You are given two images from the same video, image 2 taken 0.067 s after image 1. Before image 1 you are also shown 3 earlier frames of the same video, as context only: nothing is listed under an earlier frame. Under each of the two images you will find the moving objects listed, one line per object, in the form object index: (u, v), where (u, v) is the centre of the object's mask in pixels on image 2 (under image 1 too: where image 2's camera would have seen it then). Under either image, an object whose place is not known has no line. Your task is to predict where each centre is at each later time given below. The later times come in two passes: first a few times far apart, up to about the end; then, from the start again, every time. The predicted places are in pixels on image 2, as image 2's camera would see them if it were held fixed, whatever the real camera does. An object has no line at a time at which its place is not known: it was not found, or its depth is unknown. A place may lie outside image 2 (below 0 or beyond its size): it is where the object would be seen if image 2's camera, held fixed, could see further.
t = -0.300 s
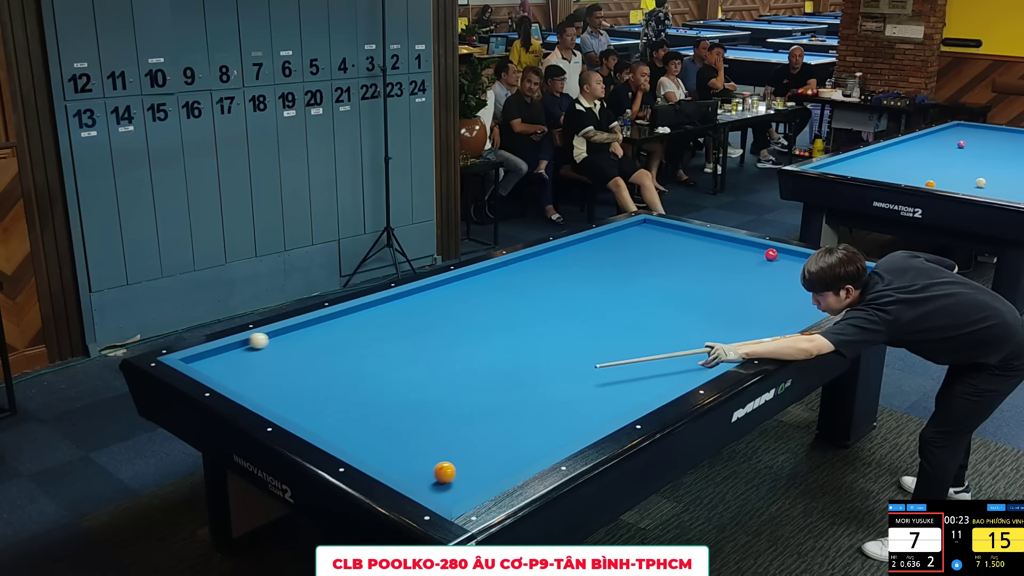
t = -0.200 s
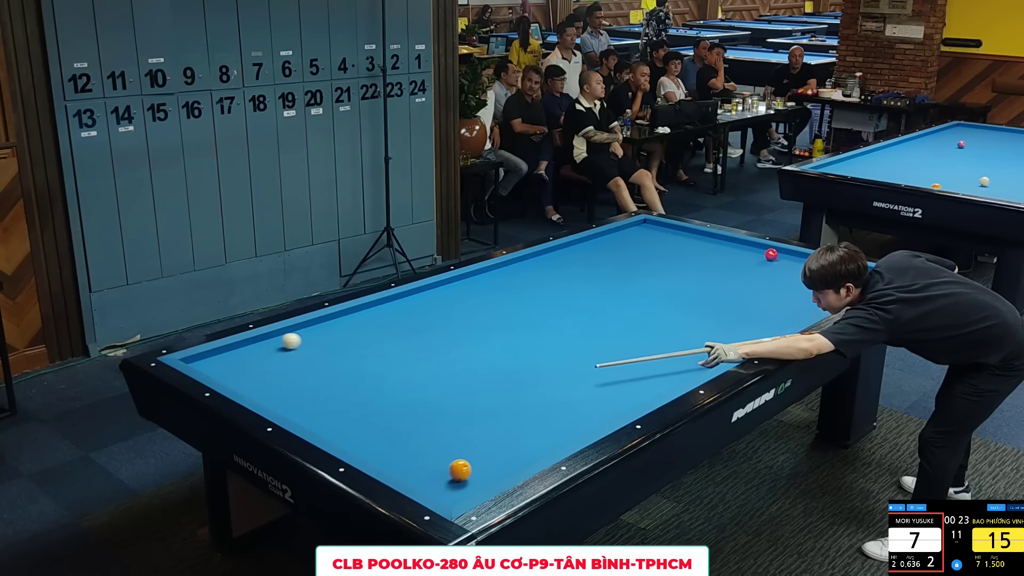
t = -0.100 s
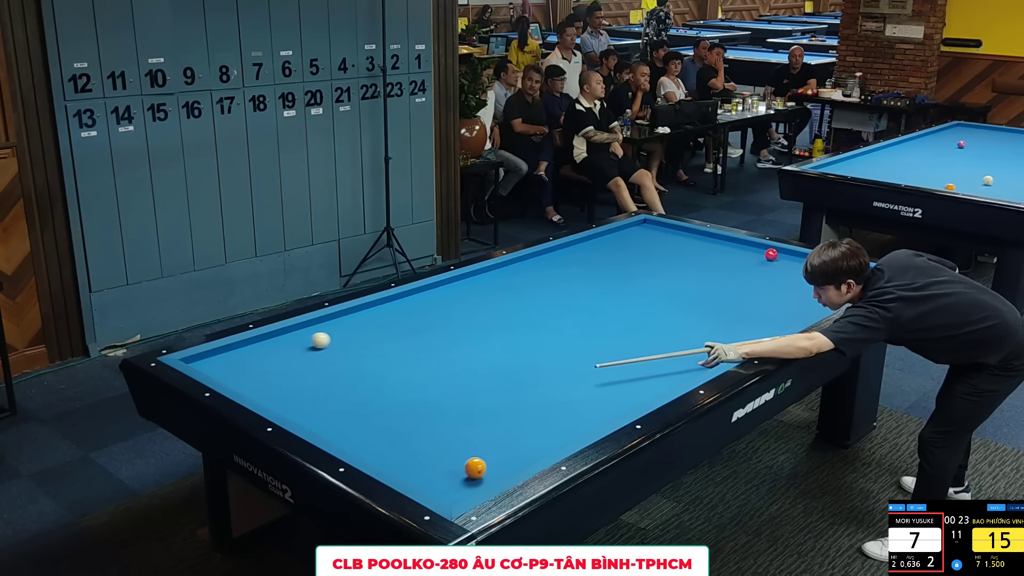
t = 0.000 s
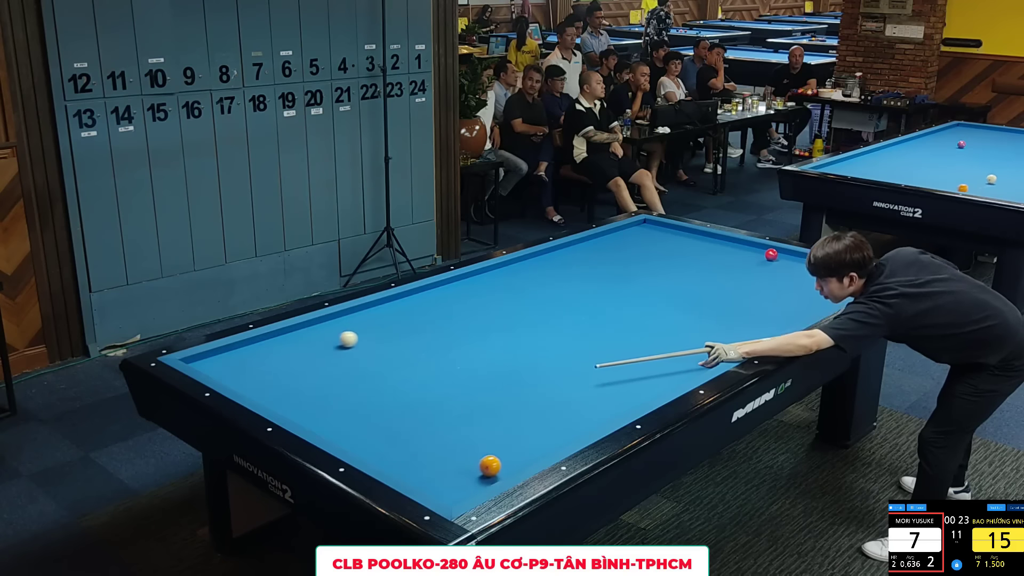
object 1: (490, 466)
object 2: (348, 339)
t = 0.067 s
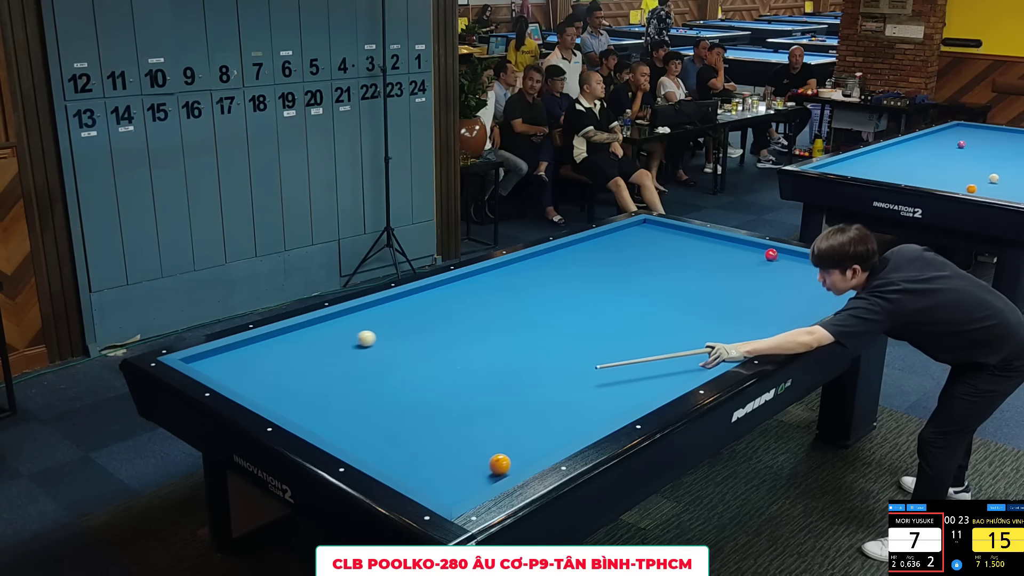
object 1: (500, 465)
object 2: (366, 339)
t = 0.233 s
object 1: (523, 460)
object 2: (411, 337)
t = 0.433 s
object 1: (534, 452)
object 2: (463, 335)
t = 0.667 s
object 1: (543, 441)
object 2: (522, 332)
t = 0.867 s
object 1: (550, 432)
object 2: (571, 330)
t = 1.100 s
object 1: (558, 422)
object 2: (627, 328)
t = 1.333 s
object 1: (564, 413)
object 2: (682, 326)
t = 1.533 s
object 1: (570, 406)
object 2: (728, 324)
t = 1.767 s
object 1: (576, 398)
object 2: (780, 322)
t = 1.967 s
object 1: (580, 392)
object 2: (790, 315)
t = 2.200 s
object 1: (585, 385)
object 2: (788, 304)
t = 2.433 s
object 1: (590, 379)
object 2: (786, 295)
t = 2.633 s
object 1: (594, 374)
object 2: (785, 287)
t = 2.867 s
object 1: (597, 368)
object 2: (783, 279)
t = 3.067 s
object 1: (601, 364)
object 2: (782, 272)
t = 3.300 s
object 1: (604, 359)
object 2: (780, 265)
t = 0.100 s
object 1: (505, 464)
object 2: (375, 338)
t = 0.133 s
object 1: (509, 463)
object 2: (384, 338)
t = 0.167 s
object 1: (514, 462)
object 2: (393, 337)
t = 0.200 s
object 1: (518, 461)
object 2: (402, 337)
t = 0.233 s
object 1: (523, 460)
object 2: (411, 337)
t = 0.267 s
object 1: (527, 458)
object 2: (420, 336)
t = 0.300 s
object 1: (528, 457)
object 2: (428, 336)
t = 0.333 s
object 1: (530, 456)
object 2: (437, 336)
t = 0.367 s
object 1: (531, 454)
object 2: (446, 335)
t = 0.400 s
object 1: (533, 453)
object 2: (454, 335)
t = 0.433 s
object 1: (534, 452)
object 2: (463, 335)
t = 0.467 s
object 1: (536, 450)
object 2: (471, 334)
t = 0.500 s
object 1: (537, 448)
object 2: (480, 334)
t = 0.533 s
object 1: (538, 447)
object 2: (488, 334)
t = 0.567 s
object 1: (540, 445)
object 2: (497, 333)
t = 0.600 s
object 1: (541, 444)
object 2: (505, 333)
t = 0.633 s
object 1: (542, 442)
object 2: (514, 333)
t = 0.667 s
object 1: (543, 441)
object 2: (522, 332)
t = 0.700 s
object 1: (545, 439)
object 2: (530, 332)
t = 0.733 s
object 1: (546, 438)
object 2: (538, 332)
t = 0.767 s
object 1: (547, 436)
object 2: (547, 331)
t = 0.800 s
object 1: (548, 435)
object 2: (555, 331)
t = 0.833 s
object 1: (549, 433)
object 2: (563, 331)
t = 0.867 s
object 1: (550, 432)
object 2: (571, 330)
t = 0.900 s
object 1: (551, 430)
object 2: (579, 330)
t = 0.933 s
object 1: (553, 429)
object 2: (587, 330)
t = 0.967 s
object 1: (554, 427)
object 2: (595, 329)
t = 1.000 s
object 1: (555, 426)
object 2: (603, 329)
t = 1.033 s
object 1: (556, 425)
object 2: (611, 329)
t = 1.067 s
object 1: (557, 423)
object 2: (619, 329)
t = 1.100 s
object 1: (558, 422)
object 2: (627, 328)
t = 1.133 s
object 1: (559, 421)
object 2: (635, 328)
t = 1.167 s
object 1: (560, 419)
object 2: (643, 328)
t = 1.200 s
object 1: (560, 418)
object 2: (651, 327)
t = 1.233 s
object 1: (561, 417)
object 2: (659, 327)
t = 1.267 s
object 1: (562, 415)
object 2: (667, 327)
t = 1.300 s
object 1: (563, 414)
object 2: (674, 327)
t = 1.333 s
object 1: (564, 413)
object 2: (682, 326)
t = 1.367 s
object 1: (565, 412)
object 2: (690, 326)
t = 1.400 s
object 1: (566, 411)
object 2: (697, 326)
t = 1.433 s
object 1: (567, 409)
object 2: (705, 325)
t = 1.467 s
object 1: (568, 408)
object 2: (713, 325)
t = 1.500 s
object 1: (569, 407)
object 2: (720, 325)
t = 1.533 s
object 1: (570, 406)
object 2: (728, 324)
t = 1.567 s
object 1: (570, 405)
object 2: (736, 324)
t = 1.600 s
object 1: (571, 404)
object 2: (743, 324)
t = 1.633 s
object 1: (572, 402)
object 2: (750, 323)
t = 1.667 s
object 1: (573, 401)
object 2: (758, 323)
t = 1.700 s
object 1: (574, 400)
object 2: (765, 323)
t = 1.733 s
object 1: (575, 399)
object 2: (773, 323)
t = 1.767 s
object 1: (576, 398)
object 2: (780, 322)
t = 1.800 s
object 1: (576, 397)
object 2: (787, 321)
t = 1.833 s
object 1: (577, 396)
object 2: (793, 320)
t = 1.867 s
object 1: (578, 395)
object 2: (792, 319)
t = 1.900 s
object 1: (579, 394)
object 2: (791, 318)
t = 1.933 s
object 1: (580, 393)
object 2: (790, 316)
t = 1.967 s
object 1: (580, 392)
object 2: (790, 315)
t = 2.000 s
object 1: (581, 391)
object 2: (789, 313)
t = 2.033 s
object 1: (582, 390)
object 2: (789, 312)
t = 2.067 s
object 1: (582, 389)
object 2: (789, 310)
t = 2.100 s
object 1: (583, 388)
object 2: (789, 309)
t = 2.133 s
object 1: (584, 387)
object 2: (788, 307)
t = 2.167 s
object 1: (585, 386)
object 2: (788, 306)
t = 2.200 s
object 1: (585, 385)
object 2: (788, 304)
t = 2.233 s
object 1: (586, 384)
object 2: (788, 303)
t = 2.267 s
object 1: (587, 383)
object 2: (787, 302)
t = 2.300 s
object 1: (587, 382)
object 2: (787, 300)
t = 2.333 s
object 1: (588, 381)
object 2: (787, 299)
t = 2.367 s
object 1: (588, 380)
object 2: (787, 298)
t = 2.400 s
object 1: (589, 379)
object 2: (786, 296)
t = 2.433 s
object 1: (590, 379)
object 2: (786, 295)
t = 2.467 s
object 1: (590, 378)
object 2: (786, 294)
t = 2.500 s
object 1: (591, 377)
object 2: (786, 292)
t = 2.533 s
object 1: (592, 376)
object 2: (785, 291)
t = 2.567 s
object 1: (592, 375)
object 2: (785, 290)
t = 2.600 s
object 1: (593, 374)
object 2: (785, 289)
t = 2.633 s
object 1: (594, 374)
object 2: (785, 287)
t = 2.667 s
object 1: (594, 373)
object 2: (784, 286)
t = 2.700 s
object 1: (595, 372)
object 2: (784, 285)
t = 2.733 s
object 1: (595, 371)
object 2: (784, 284)
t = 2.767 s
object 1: (596, 370)
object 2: (784, 282)
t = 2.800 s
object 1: (596, 370)
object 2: (784, 281)
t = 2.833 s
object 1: (597, 369)
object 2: (783, 280)
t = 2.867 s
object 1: (597, 368)
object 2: (783, 279)
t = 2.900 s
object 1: (598, 367)
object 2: (783, 278)
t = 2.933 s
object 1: (598, 367)
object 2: (783, 277)
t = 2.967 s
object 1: (599, 366)
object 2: (782, 275)
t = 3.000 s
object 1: (599, 365)
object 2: (782, 274)
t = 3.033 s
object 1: (600, 364)
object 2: (782, 273)
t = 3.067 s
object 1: (601, 364)
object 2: (782, 272)
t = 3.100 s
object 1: (601, 363)
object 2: (782, 271)
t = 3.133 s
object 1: (601, 362)
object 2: (781, 270)
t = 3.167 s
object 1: (602, 362)
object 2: (781, 269)
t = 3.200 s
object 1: (602, 361)
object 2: (781, 268)
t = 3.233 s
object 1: (603, 360)
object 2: (781, 267)
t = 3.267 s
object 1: (603, 359)
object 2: (780, 266)
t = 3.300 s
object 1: (604, 359)
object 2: (780, 265)
